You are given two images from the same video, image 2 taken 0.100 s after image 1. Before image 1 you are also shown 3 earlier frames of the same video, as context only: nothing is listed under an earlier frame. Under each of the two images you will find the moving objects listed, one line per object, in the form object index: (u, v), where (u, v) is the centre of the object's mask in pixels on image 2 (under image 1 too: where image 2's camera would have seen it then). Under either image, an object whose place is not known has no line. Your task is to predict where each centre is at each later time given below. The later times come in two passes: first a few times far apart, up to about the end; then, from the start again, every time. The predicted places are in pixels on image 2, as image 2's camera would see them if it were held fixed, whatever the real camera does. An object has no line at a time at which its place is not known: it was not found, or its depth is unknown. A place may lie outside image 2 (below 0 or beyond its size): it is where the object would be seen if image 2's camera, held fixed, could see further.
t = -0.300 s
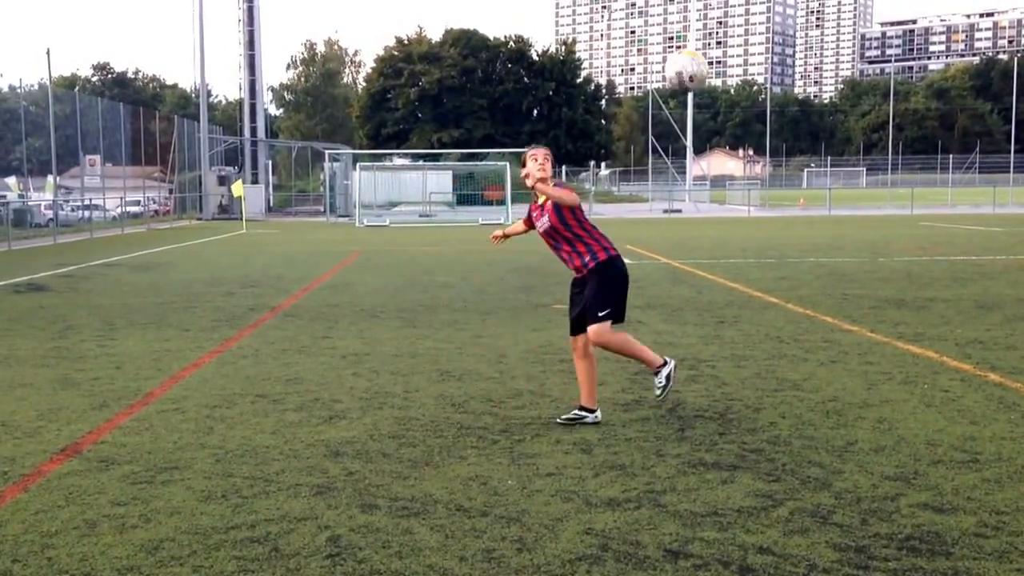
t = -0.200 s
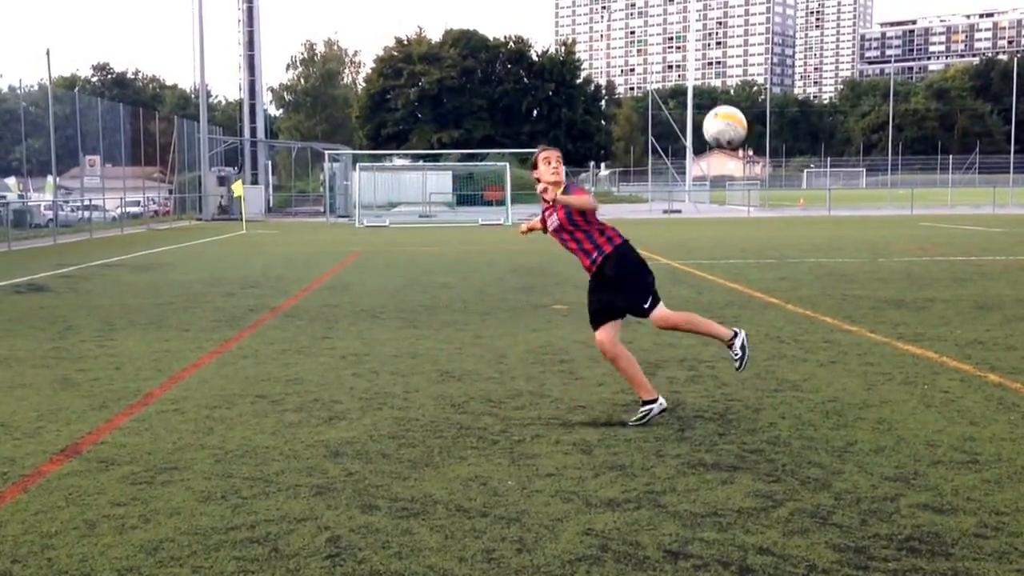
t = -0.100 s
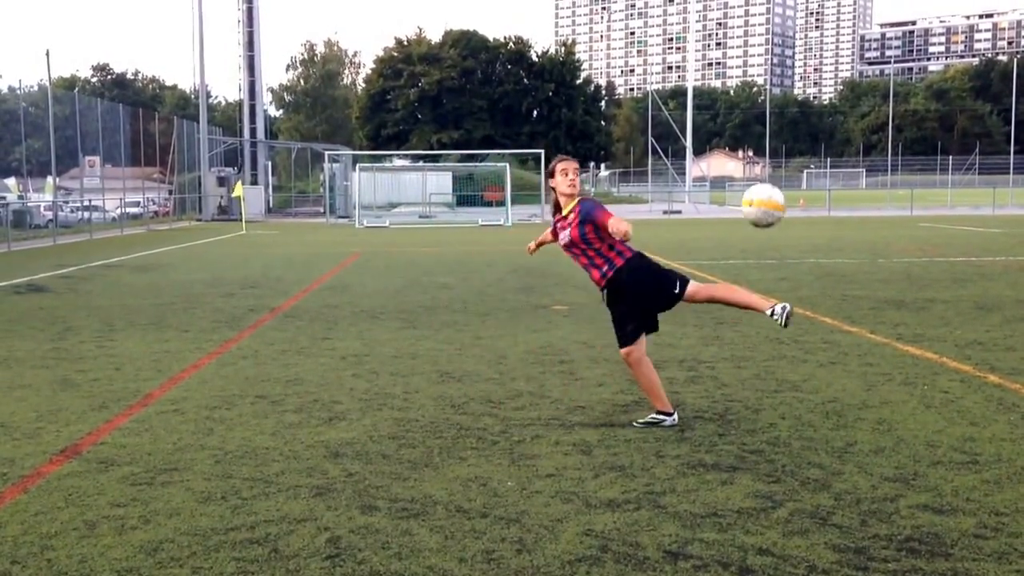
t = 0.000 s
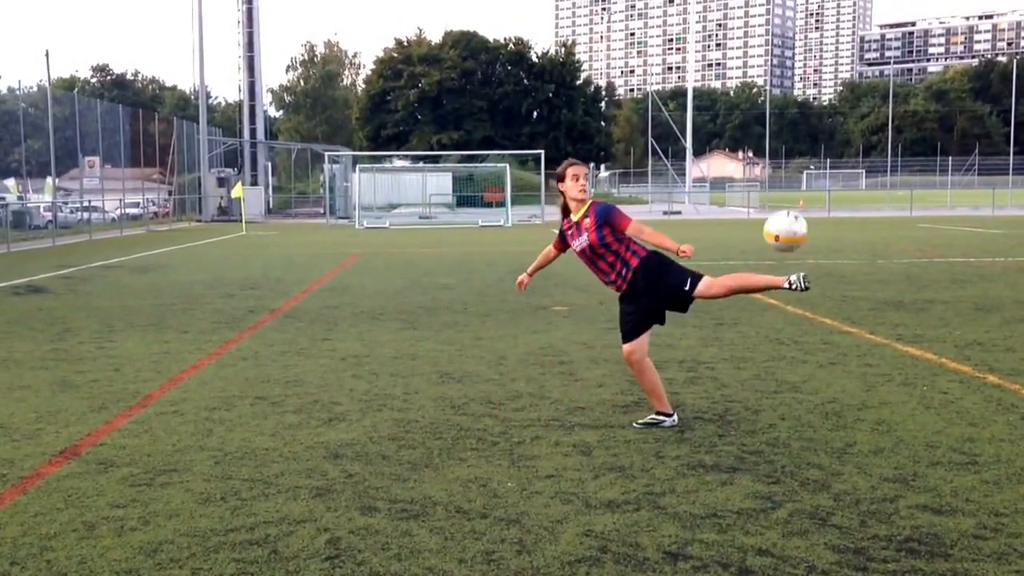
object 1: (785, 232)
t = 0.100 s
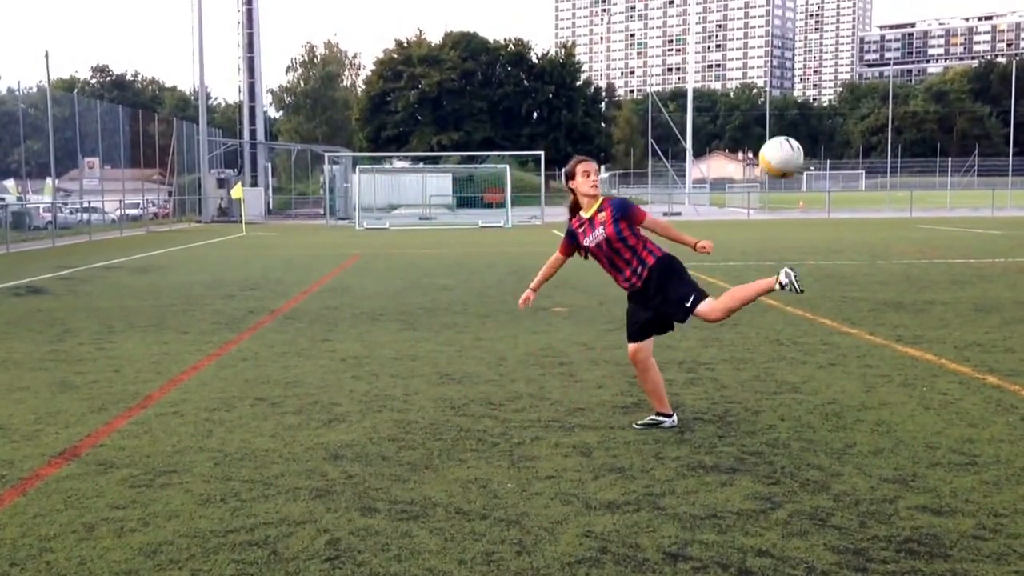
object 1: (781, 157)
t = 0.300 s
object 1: (770, 60)
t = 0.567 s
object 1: (754, 49)
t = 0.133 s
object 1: (779, 135)
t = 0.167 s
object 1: (777, 116)
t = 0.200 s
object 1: (775, 99)
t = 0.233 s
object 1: (774, 84)
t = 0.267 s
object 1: (772, 71)
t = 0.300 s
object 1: (770, 60)
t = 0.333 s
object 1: (769, 50)
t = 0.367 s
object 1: (767, 44)
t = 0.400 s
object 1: (765, 40)
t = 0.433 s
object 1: (763, 37)
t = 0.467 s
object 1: (761, 36)
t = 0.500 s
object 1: (759, 38)
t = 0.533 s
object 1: (757, 42)
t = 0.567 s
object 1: (754, 49)
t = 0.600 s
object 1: (752, 58)
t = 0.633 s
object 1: (750, 68)
